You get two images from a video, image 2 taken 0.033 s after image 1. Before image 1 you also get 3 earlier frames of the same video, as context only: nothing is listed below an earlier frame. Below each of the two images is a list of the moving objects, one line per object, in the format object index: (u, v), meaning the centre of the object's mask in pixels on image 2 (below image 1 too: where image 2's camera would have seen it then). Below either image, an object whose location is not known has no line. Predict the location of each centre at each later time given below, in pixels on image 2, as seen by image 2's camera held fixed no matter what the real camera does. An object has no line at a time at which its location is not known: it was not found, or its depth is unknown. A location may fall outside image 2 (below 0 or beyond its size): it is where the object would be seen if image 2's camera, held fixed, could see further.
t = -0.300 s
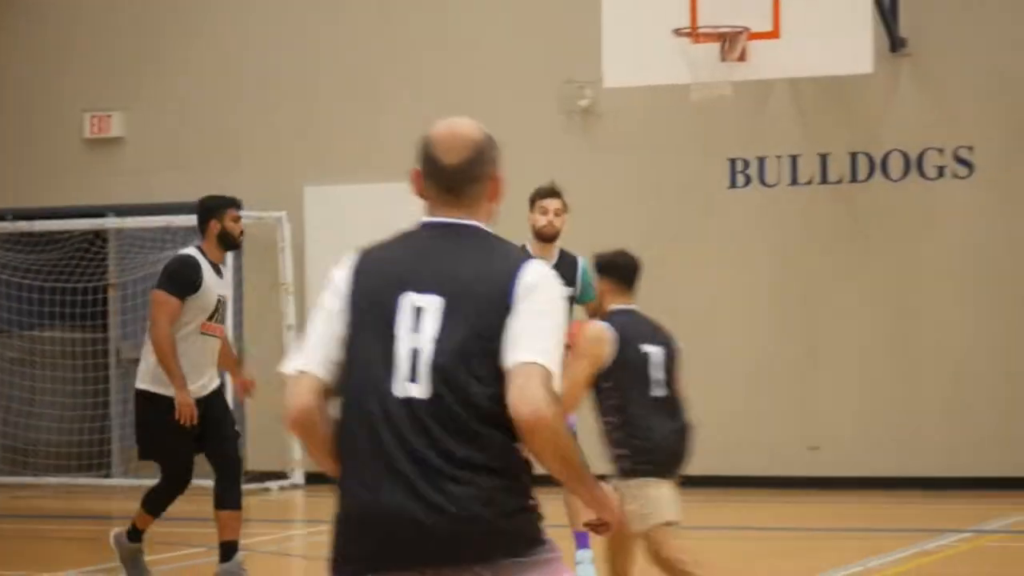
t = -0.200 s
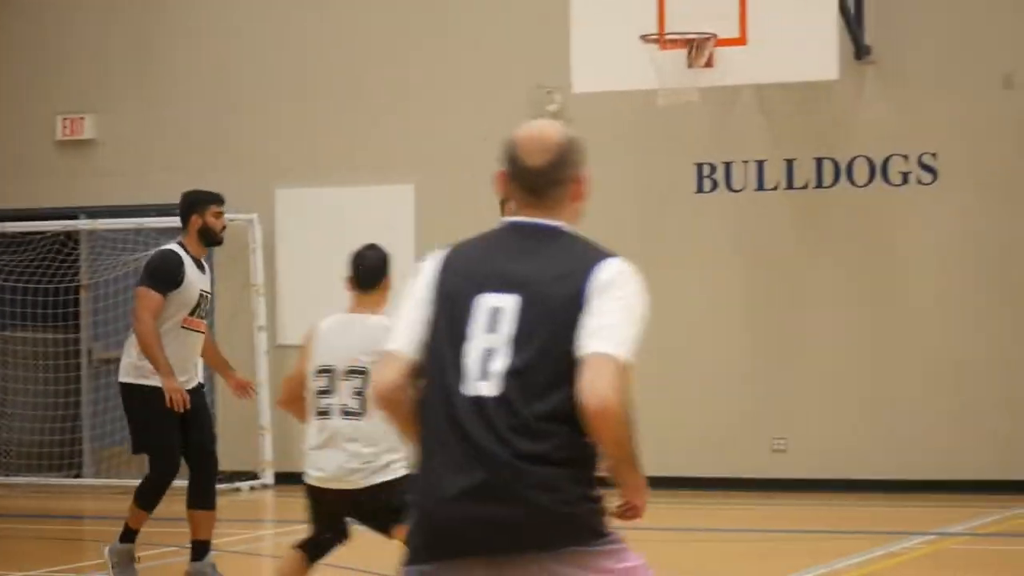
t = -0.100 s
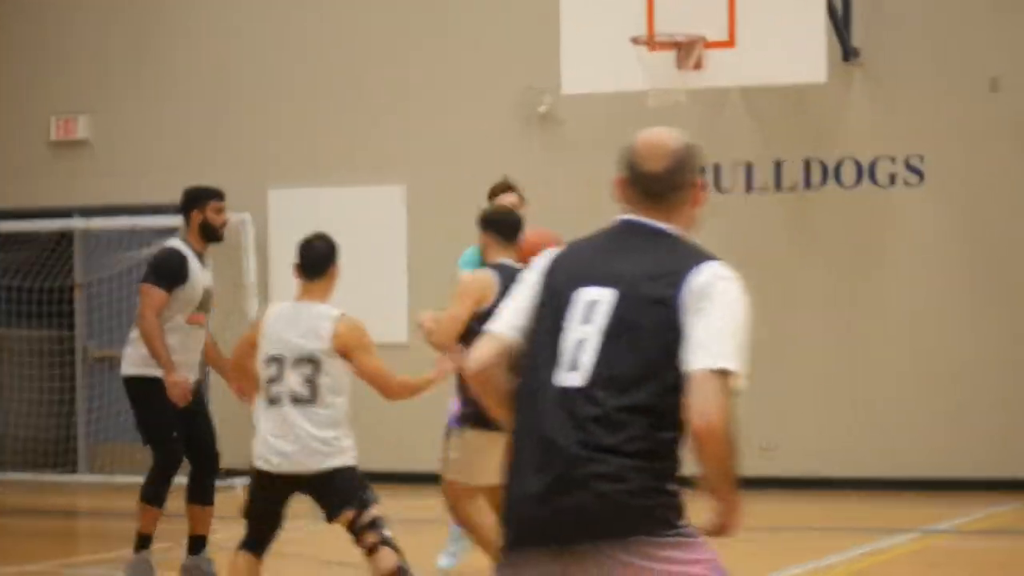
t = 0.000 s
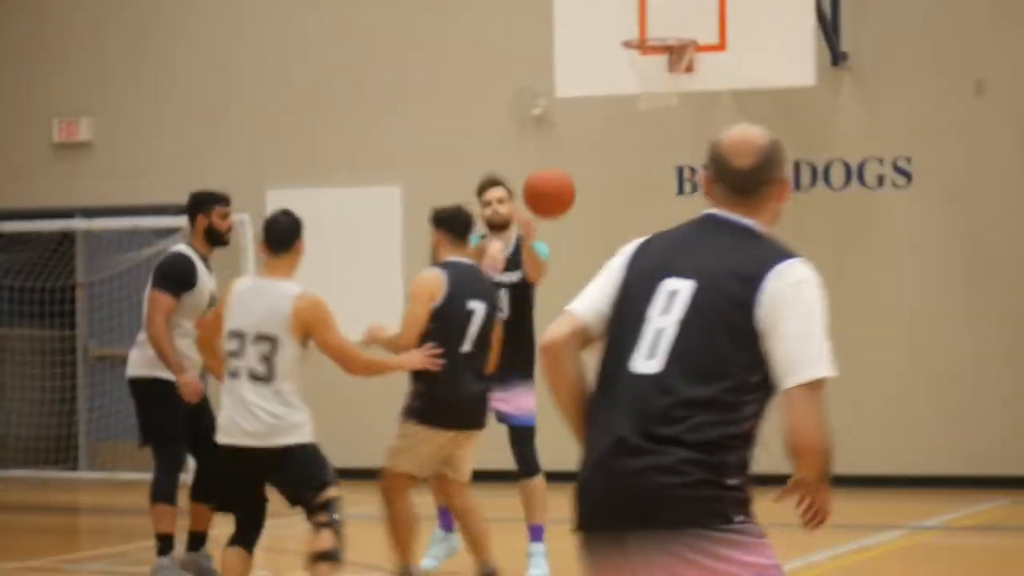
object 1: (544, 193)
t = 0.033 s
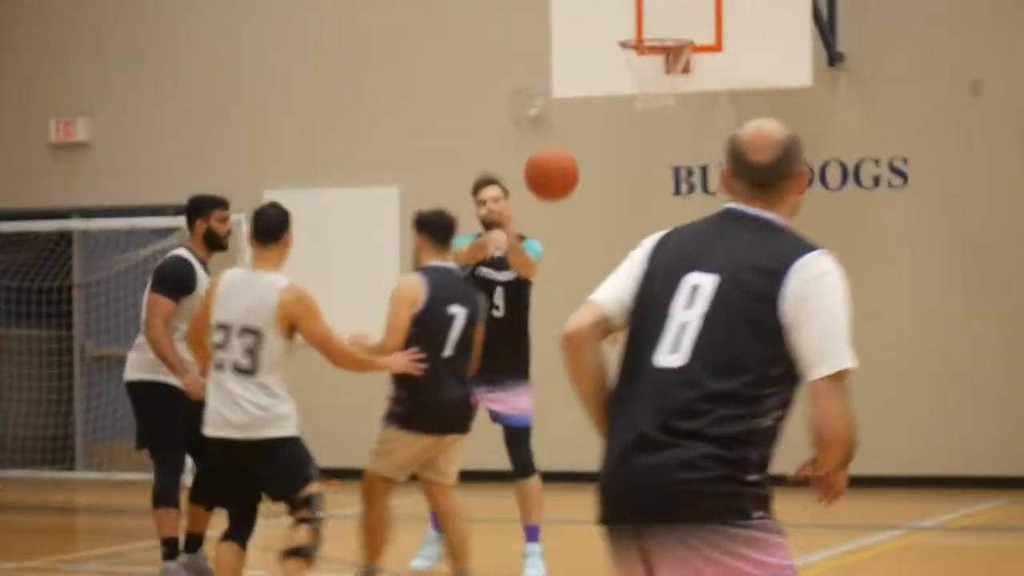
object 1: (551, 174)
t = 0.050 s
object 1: (555, 165)
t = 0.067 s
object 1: (559, 157)
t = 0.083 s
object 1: (560, 149)
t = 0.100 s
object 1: (563, 142)
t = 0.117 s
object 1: (566, 136)
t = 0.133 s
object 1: (570, 128)
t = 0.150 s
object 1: (574, 122)
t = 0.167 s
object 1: (577, 115)
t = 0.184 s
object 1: (581, 109)
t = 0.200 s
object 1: (585, 105)
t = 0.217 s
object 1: (589, 100)
